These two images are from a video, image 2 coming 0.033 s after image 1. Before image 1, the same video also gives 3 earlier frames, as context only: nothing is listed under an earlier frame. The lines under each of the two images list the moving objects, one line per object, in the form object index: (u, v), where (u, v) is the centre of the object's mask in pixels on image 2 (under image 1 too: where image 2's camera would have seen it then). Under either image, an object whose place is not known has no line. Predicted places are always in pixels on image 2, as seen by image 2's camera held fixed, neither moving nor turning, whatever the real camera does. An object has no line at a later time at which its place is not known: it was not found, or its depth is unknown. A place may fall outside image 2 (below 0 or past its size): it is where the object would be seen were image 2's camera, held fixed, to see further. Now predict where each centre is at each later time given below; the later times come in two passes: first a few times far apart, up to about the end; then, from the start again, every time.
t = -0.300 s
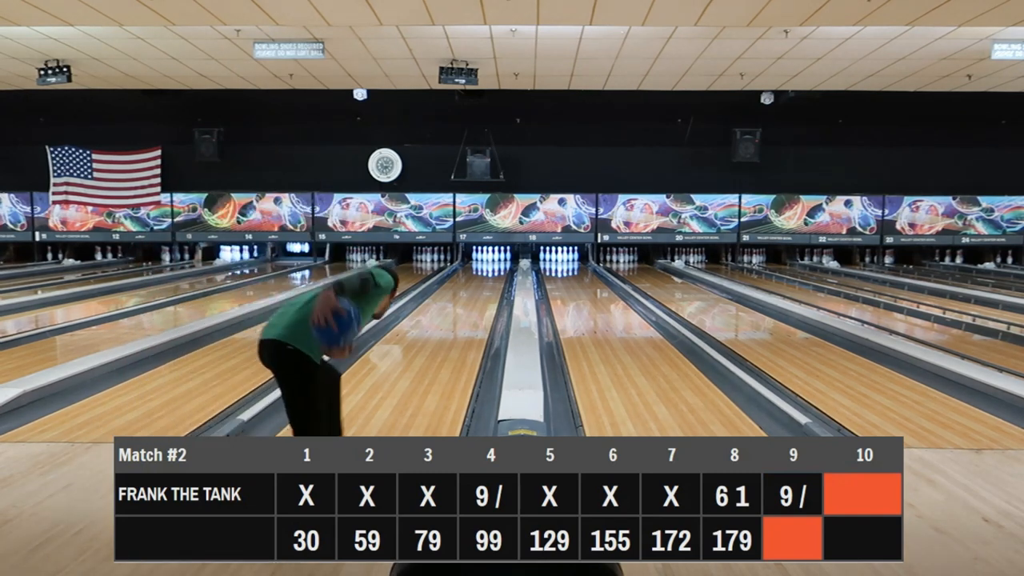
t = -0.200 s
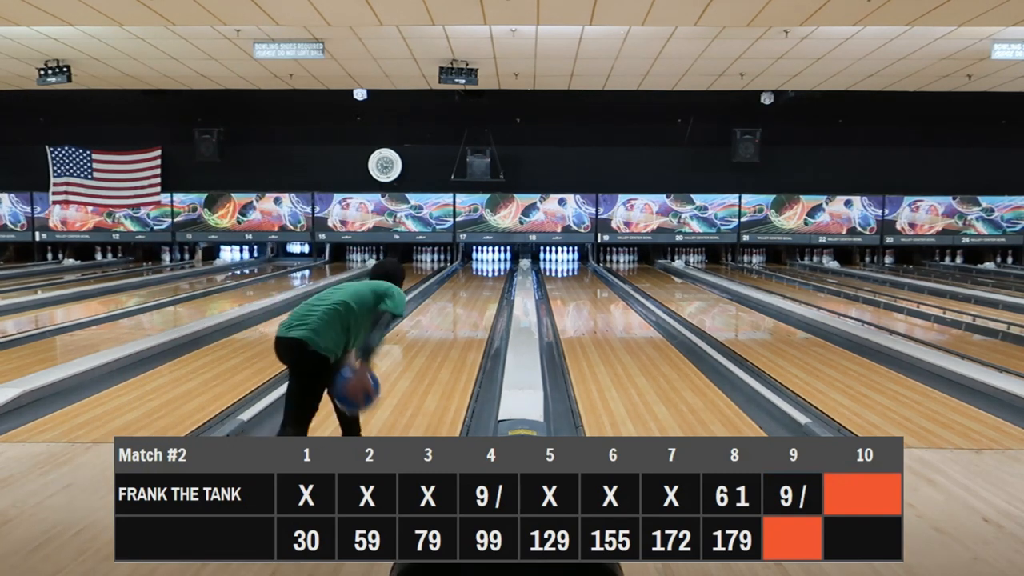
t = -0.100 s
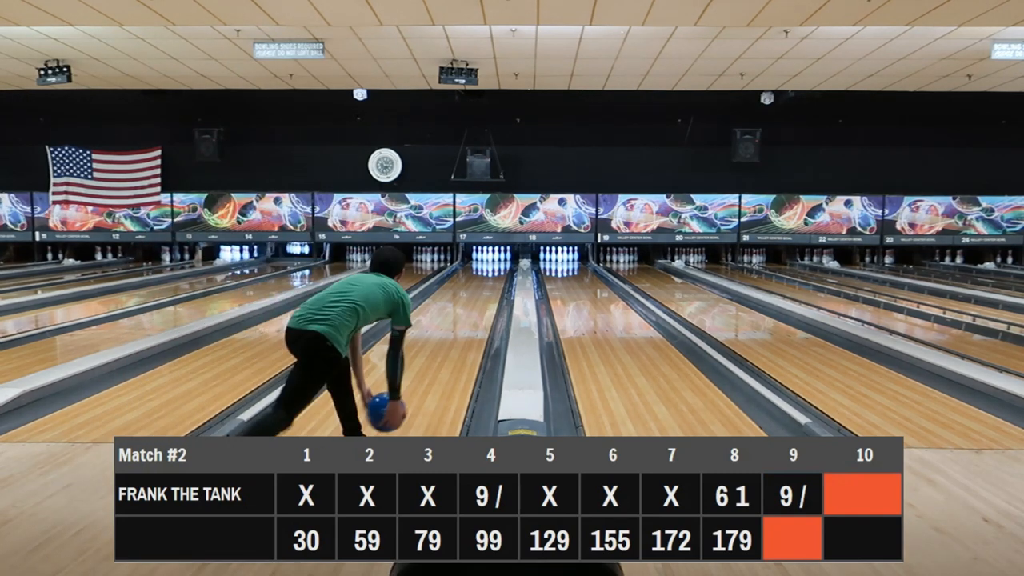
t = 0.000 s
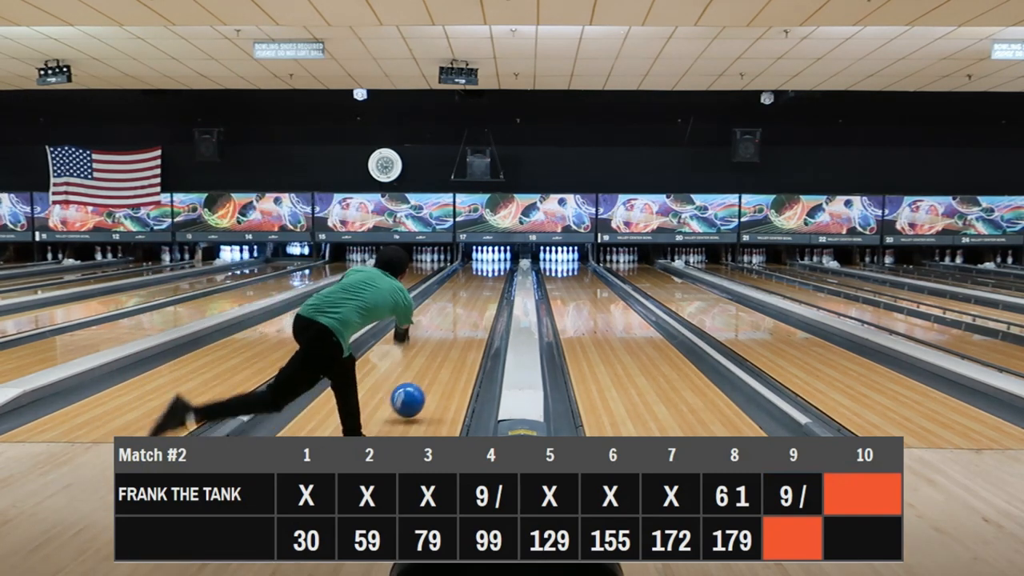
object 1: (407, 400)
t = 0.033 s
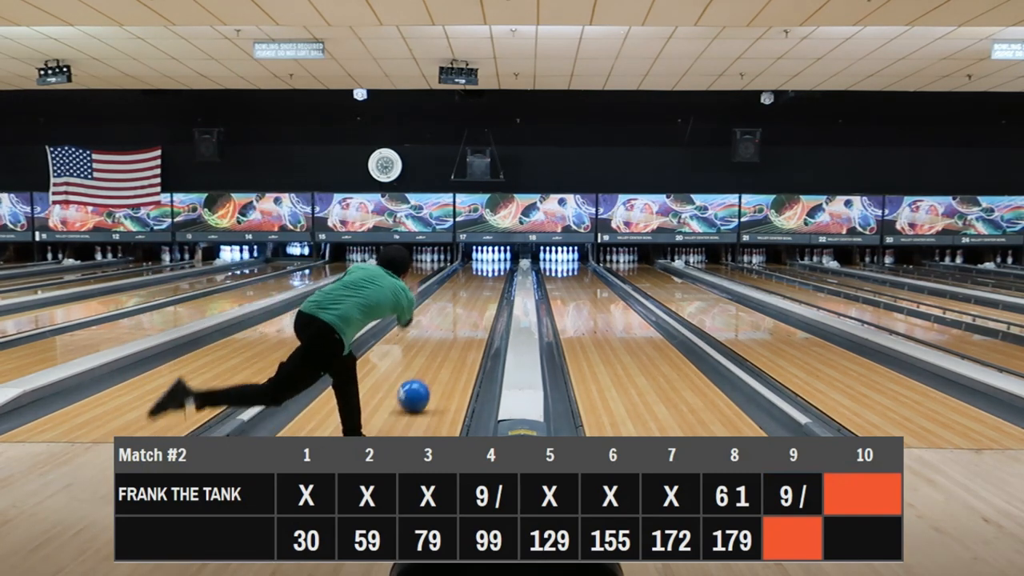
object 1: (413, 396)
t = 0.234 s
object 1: (439, 358)
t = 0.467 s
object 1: (458, 330)
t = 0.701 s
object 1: (471, 312)
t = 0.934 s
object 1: (480, 298)
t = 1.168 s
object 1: (486, 288)
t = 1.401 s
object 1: (490, 280)
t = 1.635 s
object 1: (494, 273)
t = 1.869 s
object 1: (495, 269)
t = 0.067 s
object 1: (419, 387)
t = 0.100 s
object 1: (424, 380)
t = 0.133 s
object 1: (428, 374)
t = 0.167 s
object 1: (432, 369)
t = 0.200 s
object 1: (436, 363)
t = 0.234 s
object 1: (439, 358)
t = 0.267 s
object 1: (443, 353)
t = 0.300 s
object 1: (446, 348)
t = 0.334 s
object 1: (449, 344)
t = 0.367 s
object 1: (451, 340)
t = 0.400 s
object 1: (454, 336)
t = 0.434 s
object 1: (456, 333)
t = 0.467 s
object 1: (458, 330)
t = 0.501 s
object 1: (461, 327)
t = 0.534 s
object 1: (463, 324)
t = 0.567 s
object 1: (464, 321)
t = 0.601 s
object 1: (466, 318)
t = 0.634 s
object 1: (468, 316)
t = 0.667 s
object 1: (469, 314)
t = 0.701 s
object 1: (471, 312)
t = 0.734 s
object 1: (472, 309)
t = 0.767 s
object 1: (474, 307)
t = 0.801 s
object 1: (475, 305)
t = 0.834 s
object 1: (476, 304)
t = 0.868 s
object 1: (477, 302)
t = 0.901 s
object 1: (478, 300)
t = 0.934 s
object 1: (480, 298)
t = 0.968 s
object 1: (481, 296)
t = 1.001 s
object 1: (481, 295)
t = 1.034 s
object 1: (482, 294)
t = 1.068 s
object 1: (483, 292)
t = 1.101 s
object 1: (484, 291)
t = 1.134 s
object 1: (485, 289)
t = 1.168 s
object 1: (486, 288)
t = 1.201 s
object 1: (486, 287)
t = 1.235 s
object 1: (487, 286)
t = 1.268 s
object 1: (488, 284)
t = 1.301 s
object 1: (489, 283)
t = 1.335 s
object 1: (489, 282)
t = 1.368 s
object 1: (490, 281)
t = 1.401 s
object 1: (490, 280)
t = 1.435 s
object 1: (491, 279)
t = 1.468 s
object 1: (491, 279)
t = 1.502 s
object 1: (492, 278)
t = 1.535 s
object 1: (492, 276)
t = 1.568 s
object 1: (493, 275)
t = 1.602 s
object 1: (493, 274)
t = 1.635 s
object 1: (494, 273)
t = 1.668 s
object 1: (494, 273)
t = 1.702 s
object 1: (494, 272)
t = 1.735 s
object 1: (494, 271)
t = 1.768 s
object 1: (495, 271)
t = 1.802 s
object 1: (495, 270)
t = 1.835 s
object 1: (495, 269)
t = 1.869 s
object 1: (495, 269)
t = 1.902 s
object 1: (495, 268)
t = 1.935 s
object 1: (496, 268)
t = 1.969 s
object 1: (496, 267)
